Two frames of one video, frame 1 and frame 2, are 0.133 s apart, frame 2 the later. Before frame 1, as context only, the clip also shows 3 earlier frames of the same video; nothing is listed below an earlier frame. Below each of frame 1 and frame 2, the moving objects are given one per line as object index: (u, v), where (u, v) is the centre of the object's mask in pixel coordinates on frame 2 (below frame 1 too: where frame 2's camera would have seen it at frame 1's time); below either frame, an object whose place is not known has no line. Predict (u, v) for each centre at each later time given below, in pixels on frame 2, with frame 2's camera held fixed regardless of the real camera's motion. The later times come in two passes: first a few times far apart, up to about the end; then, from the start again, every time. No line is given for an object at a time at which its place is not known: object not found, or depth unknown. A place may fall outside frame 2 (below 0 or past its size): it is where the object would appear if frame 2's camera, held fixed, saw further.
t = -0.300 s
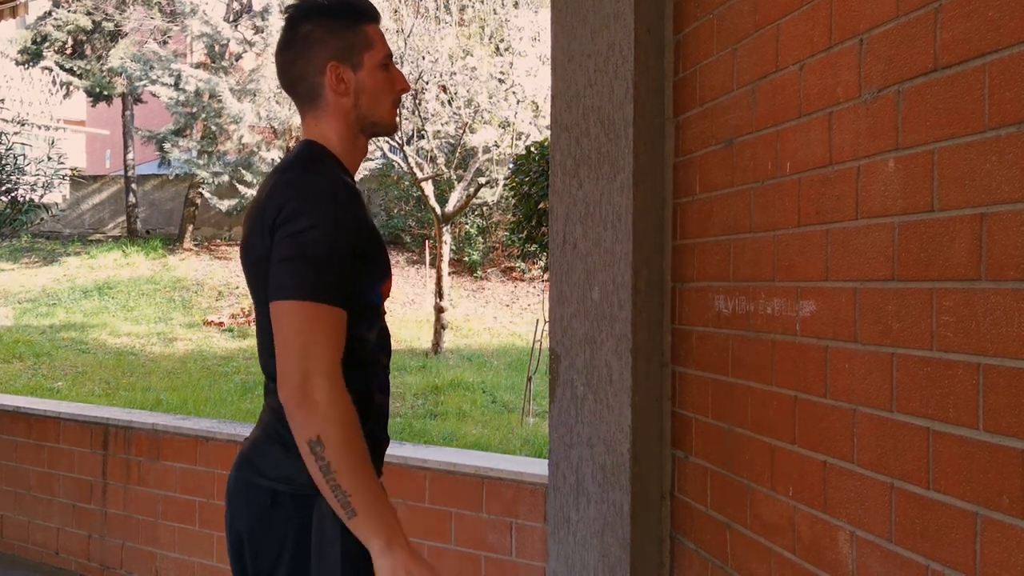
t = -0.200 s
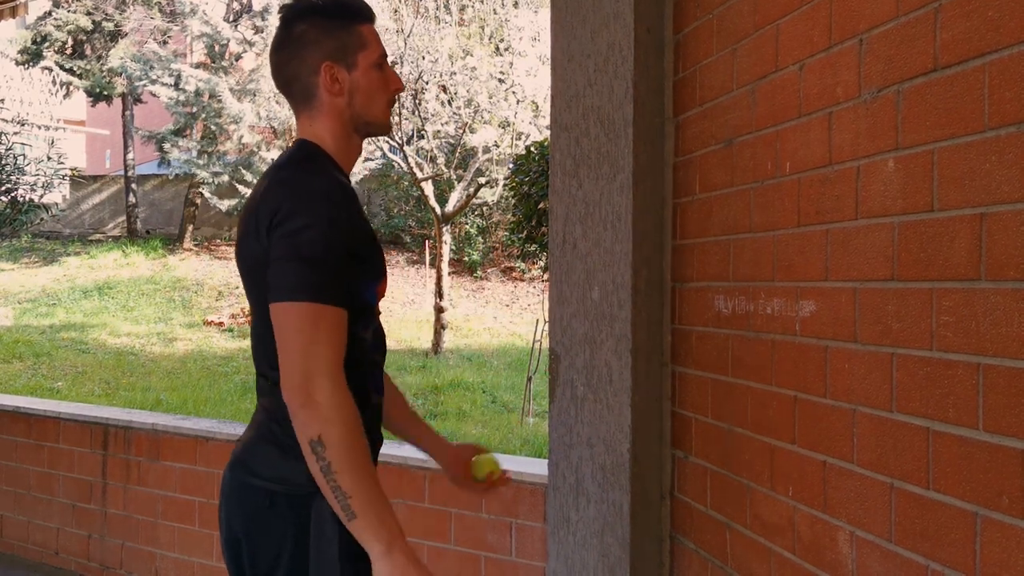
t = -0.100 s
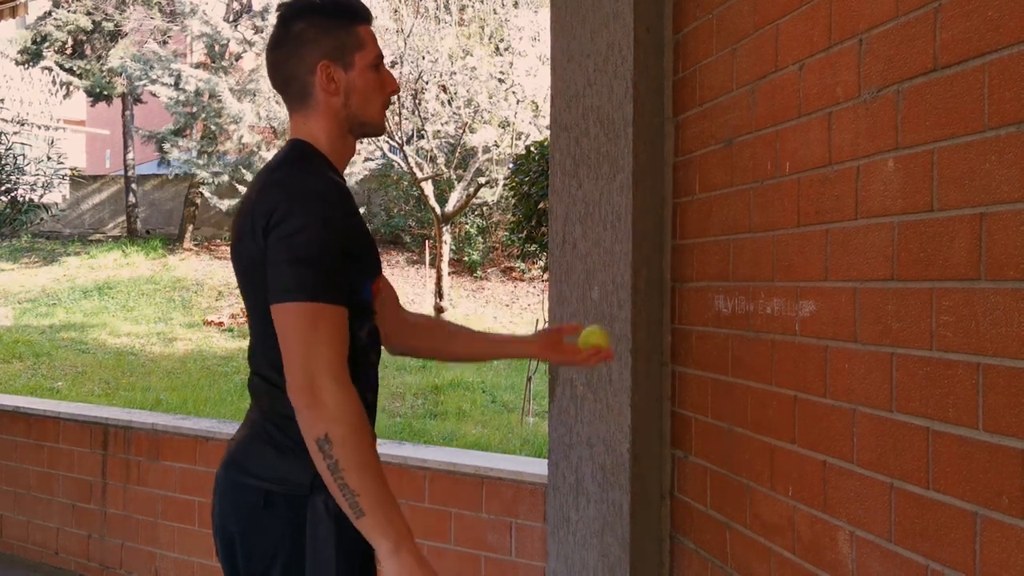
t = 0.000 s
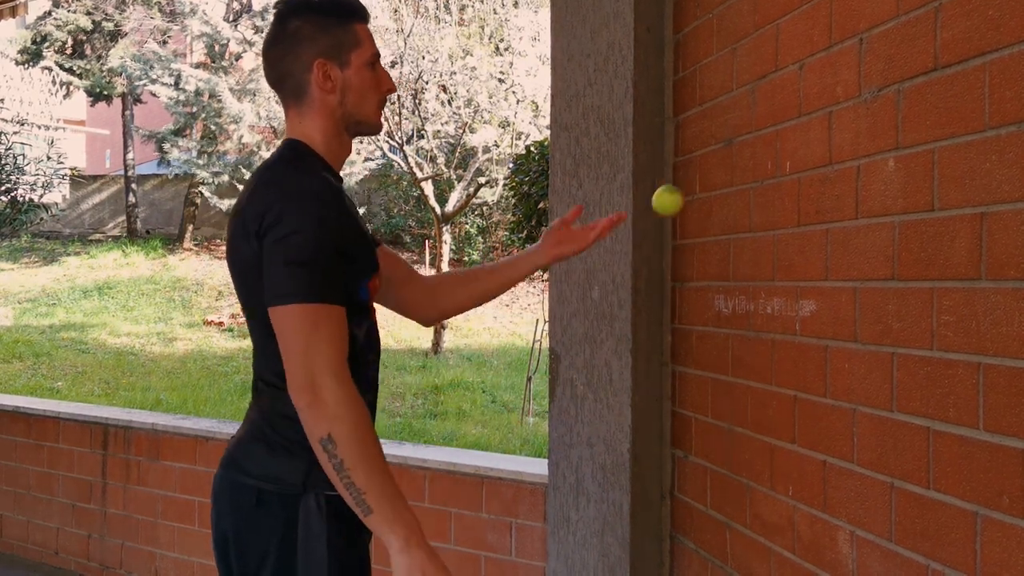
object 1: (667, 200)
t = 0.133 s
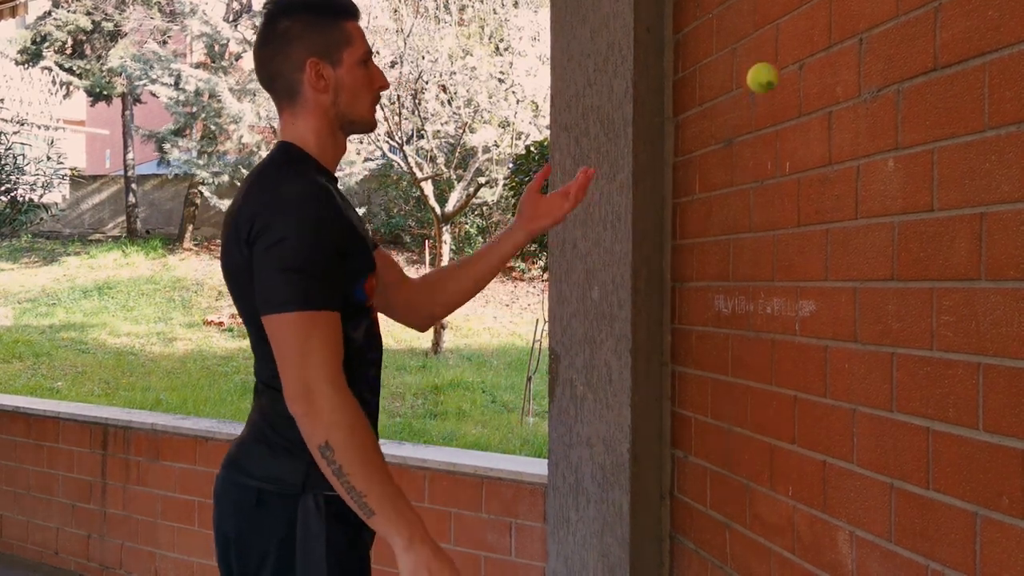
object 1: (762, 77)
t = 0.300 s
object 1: (806, 29)
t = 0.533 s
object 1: (677, 172)
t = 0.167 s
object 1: (786, 59)
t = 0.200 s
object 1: (810, 45)
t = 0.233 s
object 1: (834, 36)
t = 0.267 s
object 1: (823, 30)
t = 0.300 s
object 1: (806, 29)
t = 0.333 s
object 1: (788, 33)
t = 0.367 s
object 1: (771, 42)
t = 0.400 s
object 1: (752, 57)
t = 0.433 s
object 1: (734, 77)
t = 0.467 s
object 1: (715, 103)
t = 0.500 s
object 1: (696, 134)
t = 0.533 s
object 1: (677, 172)
